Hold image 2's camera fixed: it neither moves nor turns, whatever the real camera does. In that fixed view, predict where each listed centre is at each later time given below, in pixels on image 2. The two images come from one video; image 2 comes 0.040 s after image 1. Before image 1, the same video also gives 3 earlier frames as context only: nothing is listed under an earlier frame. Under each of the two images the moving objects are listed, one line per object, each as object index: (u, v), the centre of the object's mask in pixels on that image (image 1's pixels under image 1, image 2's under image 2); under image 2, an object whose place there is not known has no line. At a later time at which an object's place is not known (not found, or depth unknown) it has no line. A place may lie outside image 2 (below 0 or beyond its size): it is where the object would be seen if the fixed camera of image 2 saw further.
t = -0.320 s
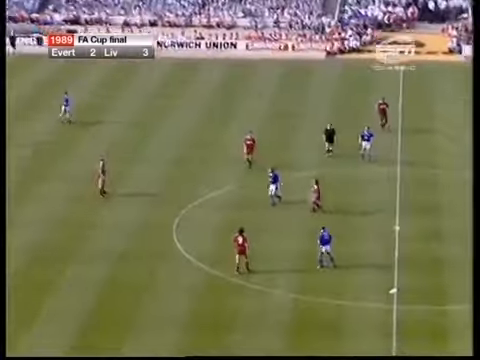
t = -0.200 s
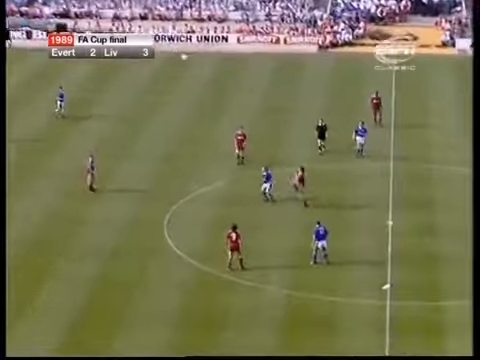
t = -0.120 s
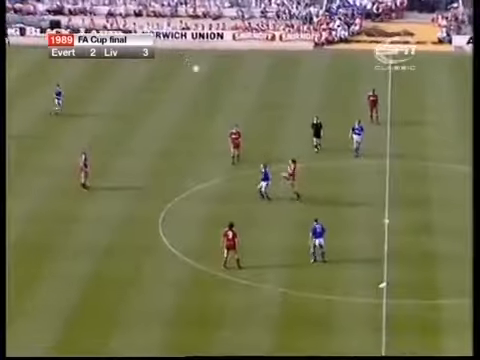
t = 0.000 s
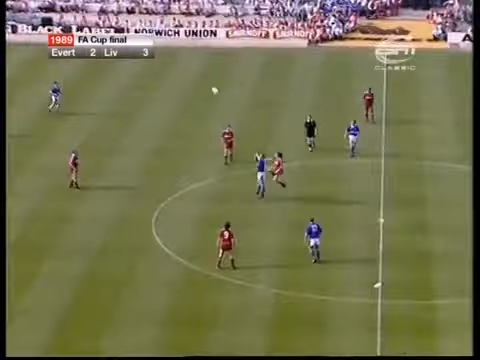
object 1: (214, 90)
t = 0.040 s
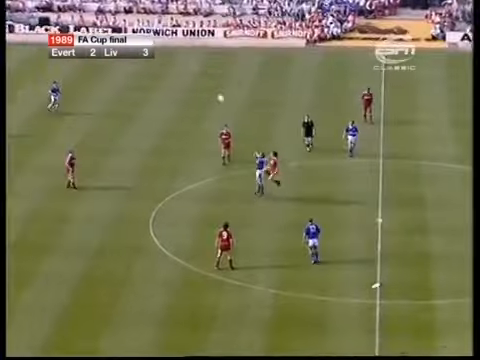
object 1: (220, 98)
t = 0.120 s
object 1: (236, 115)
